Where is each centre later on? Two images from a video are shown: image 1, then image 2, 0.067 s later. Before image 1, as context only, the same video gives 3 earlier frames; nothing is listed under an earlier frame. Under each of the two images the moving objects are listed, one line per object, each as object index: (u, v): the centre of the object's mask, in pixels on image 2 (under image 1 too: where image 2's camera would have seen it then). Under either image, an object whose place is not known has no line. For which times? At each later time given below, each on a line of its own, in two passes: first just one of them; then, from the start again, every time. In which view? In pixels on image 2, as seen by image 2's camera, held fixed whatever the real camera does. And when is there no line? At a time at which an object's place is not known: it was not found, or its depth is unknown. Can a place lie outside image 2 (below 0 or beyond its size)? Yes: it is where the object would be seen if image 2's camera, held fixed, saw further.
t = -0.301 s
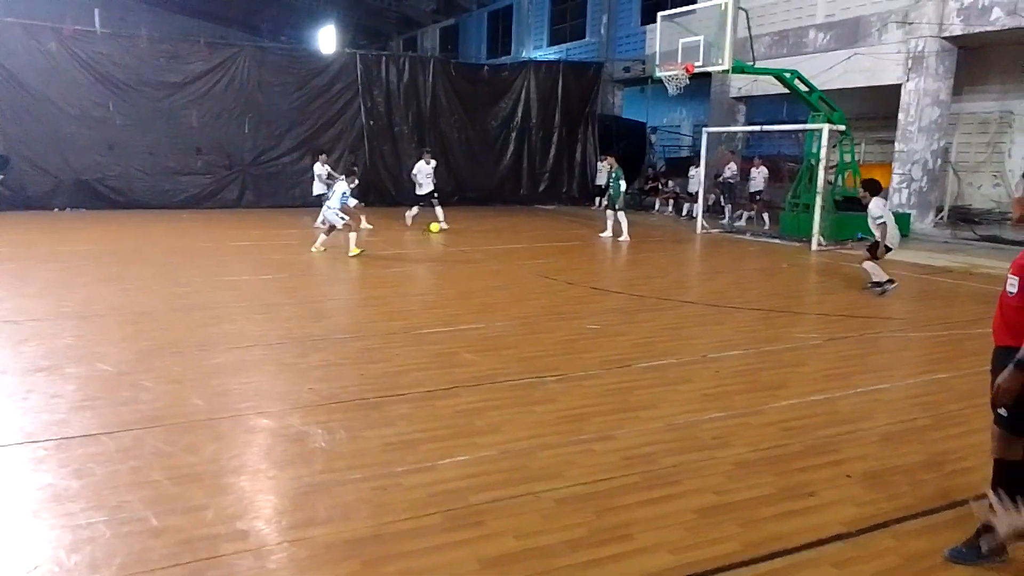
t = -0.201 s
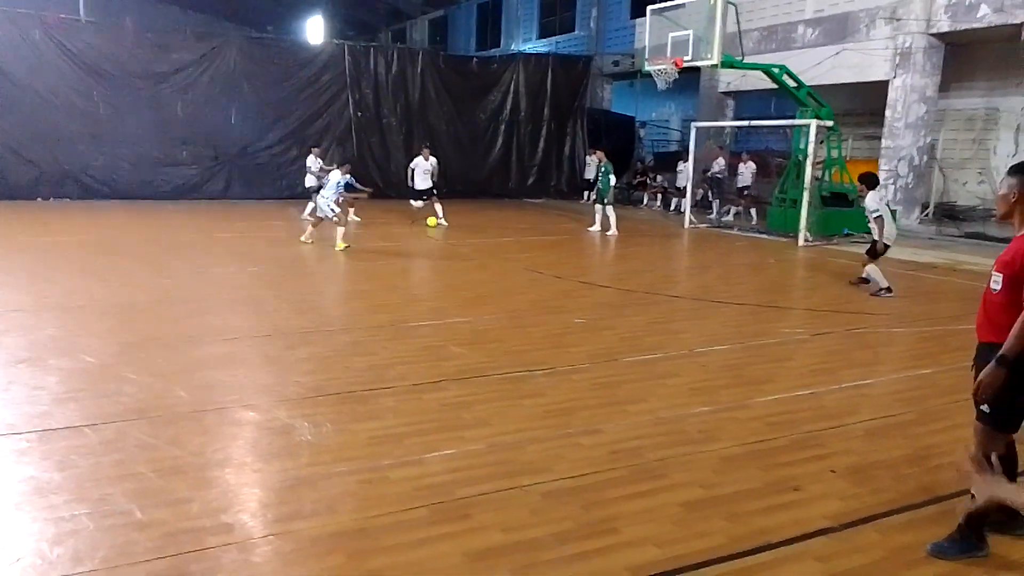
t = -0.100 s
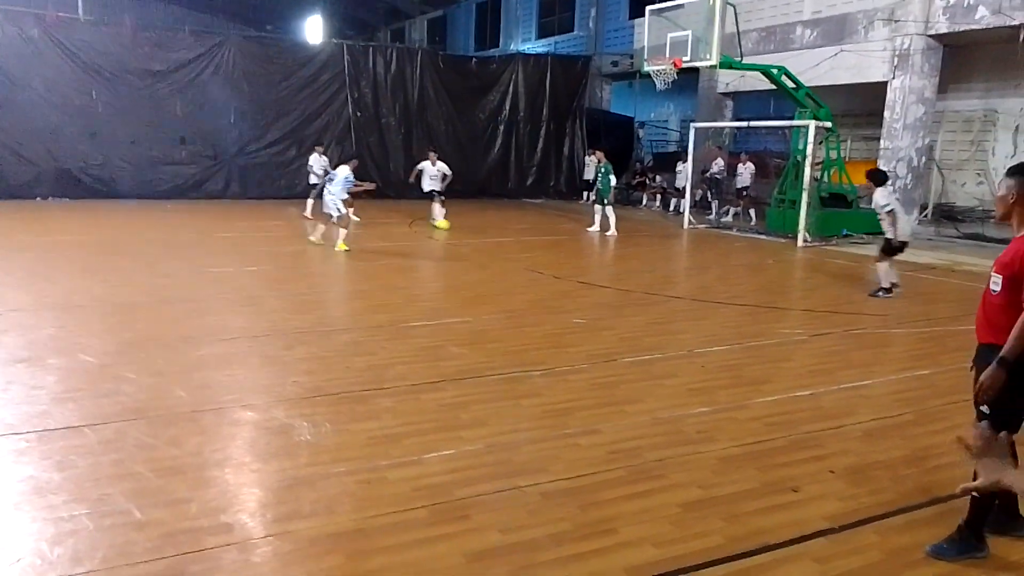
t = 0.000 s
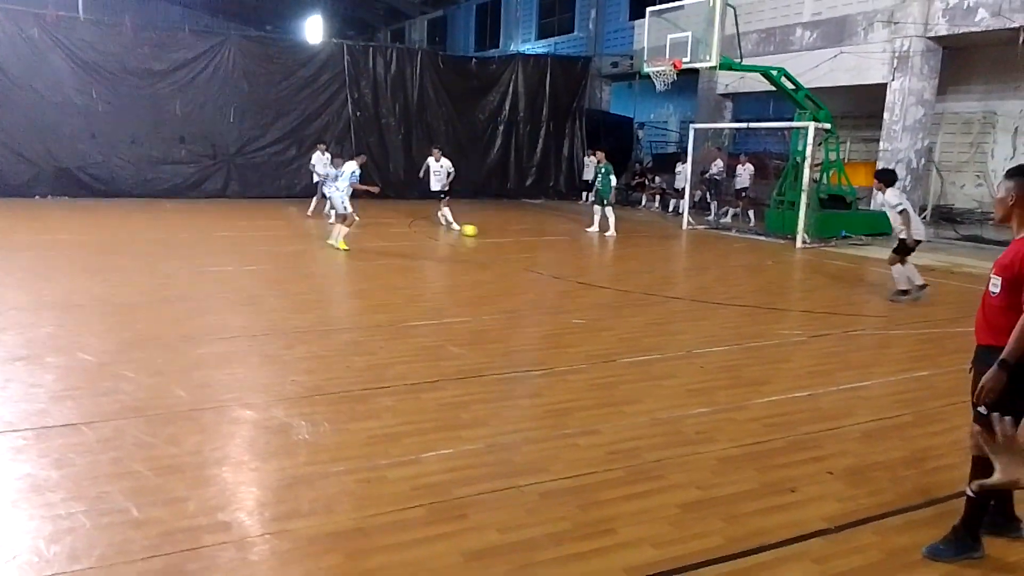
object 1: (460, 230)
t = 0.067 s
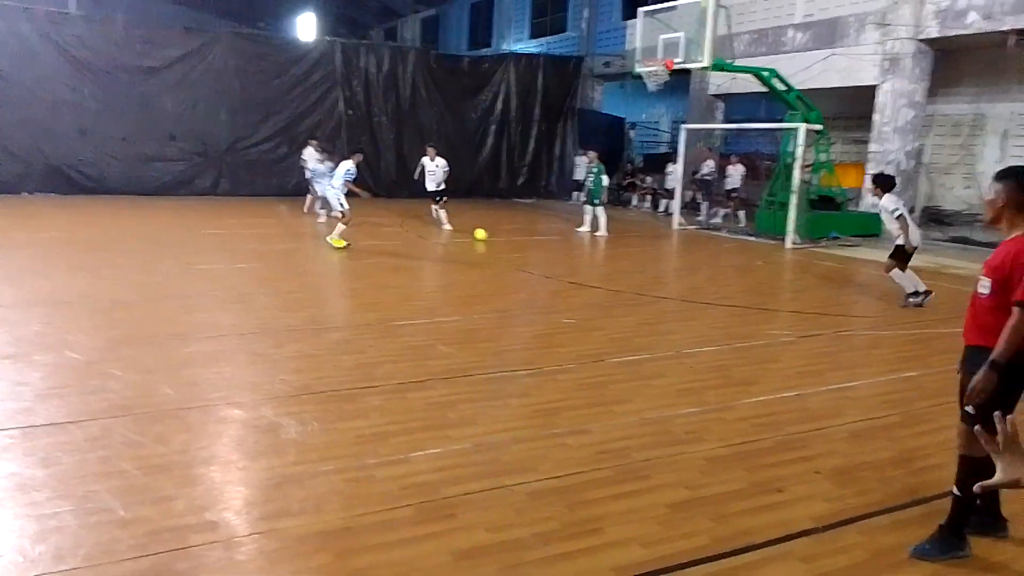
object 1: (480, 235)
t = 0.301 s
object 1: (560, 255)
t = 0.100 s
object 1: (492, 237)
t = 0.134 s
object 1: (503, 239)
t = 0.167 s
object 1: (512, 243)
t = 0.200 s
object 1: (524, 246)
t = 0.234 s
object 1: (535, 249)
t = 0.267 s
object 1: (548, 252)
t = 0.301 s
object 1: (560, 255)
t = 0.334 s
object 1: (572, 258)
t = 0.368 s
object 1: (585, 262)
